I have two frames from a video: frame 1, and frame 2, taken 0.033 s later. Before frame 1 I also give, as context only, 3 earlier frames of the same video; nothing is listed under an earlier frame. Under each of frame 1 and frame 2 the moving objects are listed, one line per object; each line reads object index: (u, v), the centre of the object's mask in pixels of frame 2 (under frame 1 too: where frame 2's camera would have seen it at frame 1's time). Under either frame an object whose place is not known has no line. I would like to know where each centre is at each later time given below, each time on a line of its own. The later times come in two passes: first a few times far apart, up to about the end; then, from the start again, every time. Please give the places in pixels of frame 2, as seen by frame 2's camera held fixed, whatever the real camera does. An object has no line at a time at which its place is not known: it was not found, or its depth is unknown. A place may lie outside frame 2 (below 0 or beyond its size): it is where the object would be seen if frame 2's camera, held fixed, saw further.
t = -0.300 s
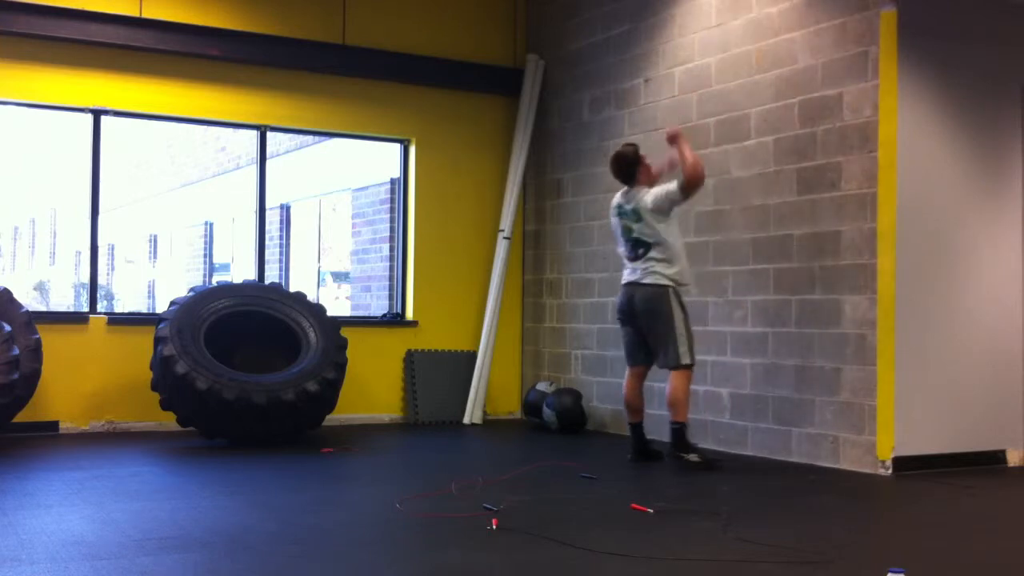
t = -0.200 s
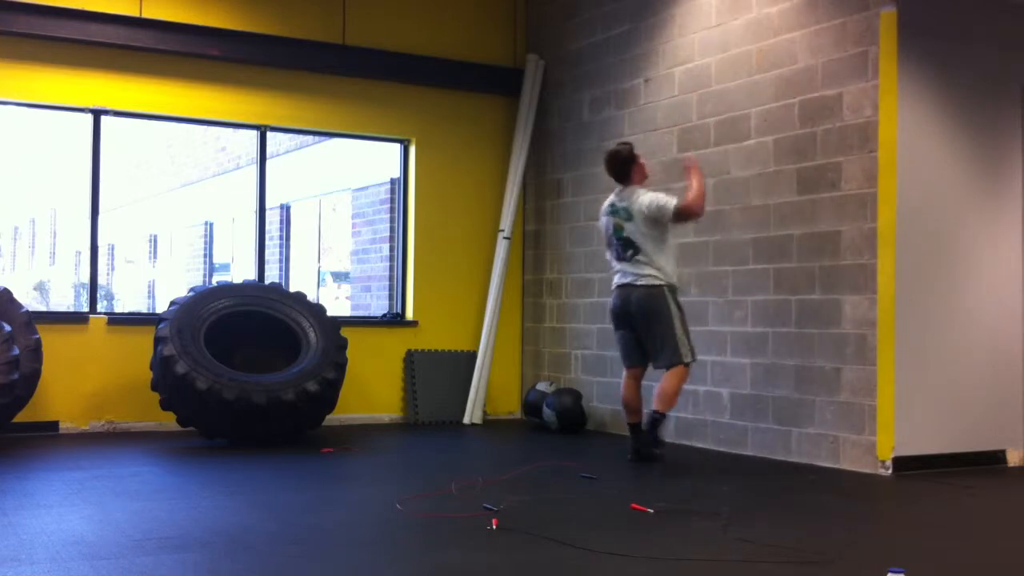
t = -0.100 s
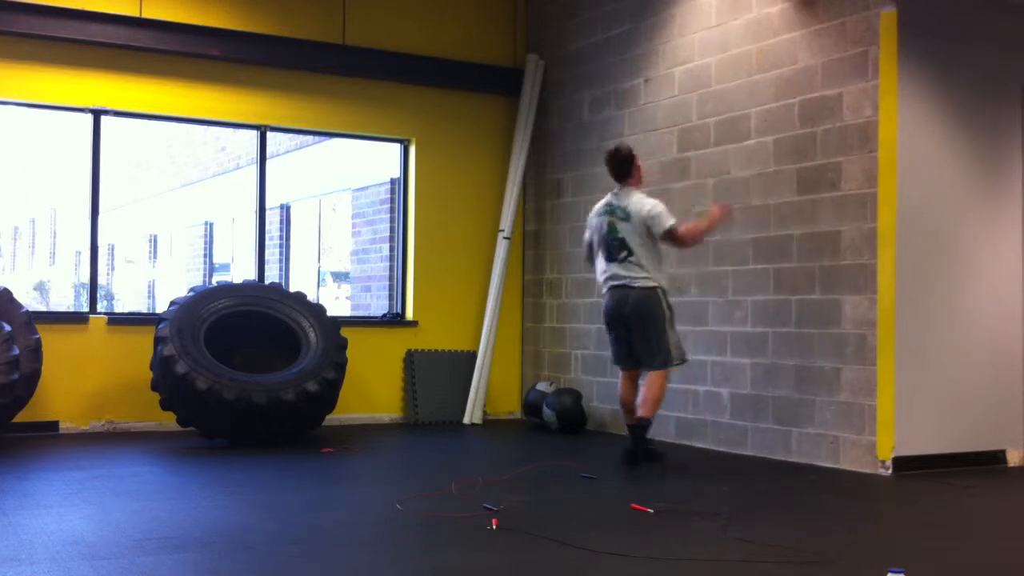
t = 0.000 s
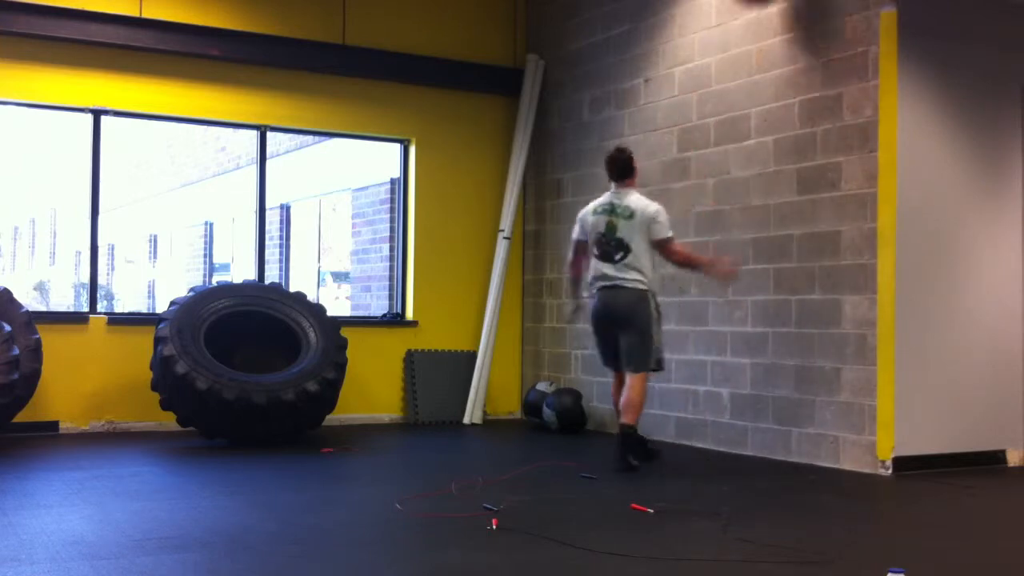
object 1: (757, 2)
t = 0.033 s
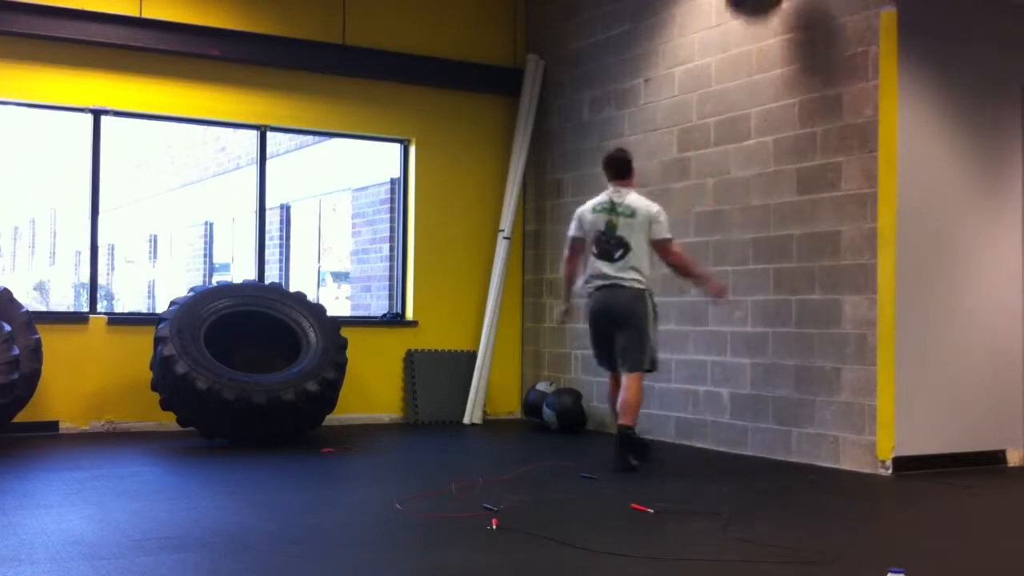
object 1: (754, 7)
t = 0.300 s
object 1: (739, 178)
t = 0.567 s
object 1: (725, 427)
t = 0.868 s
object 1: (728, 361)
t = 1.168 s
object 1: (732, 439)
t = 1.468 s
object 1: (751, 431)
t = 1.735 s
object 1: (764, 438)
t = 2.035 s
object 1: (768, 437)
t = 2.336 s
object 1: (767, 437)
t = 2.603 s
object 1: (764, 437)
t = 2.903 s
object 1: (762, 437)
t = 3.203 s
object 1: (762, 438)
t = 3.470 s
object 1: (761, 438)
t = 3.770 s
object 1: (761, 438)
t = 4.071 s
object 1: (761, 438)
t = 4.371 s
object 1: (761, 437)
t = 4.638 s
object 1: (761, 437)
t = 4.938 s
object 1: (761, 437)
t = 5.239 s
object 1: (761, 437)
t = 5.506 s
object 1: (761, 437)
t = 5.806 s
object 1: (761, 438)
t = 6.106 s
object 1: (761, 438)
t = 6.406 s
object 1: (761, 437)
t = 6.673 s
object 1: (761, 437)
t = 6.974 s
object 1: (761, 437)
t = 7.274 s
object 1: (761, 438)
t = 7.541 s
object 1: (761, 438)
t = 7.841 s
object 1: (761, 438)
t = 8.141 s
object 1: (761, 438)
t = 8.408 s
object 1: (761, 438)
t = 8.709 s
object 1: (761, 438)
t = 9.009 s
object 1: (761, 437)
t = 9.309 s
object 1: (761, 437)
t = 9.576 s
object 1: (761, 437)
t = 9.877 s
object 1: (761, 437)
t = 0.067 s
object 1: (752, 15)
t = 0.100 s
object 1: (751, 26)
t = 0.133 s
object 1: (749, 43)
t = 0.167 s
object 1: (747, 65)
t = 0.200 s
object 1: (745, 90)
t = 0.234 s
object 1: (743, 115)
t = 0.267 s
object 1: (740, 144)
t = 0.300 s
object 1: (739, 178)
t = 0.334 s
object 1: (736, 208)
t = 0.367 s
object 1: (735, 244)
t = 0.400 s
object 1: (732, 283)
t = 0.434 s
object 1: (730, 318)
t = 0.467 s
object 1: (730, 363)
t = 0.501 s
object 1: (728, 412)
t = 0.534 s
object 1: (723, 439)
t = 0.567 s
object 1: (725, 427)
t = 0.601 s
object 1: (725, 414)
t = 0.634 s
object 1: (726, 401)
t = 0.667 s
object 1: (726, 389)
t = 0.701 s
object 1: (726, 380)
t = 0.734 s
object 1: (727, 373)
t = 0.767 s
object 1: (727, 367)
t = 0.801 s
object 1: (727, 363)
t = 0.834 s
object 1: (728, 362)
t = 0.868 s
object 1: (728, 361)
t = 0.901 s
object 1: (728, 362)
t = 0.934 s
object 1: (729, 365)
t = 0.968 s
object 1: (729, 371)
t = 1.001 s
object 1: (730, 378)
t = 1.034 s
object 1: (730, 387)
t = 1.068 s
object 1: (731, 397)
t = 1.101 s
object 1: (731, 410)
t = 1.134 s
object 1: (731, 425)
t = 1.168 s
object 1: (732, 439)
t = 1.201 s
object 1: (733, 438)
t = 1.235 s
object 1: (735, 431)
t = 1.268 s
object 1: (737, 426)
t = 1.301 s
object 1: (739, 422)
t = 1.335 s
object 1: (742, 421)
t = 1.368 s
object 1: (744, 421)
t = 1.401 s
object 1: (746, 422)
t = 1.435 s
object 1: (748, 425)
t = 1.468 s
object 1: (751, 431)
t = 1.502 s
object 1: (753, 438)
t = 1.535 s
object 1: (755, 439)
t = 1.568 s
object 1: (756, 437)
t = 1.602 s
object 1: (758, 436)
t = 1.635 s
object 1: (760, 435)
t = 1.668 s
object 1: (761, 436)
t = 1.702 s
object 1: (763, 438)
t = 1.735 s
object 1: (764, 438)
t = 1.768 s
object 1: (765, 437)
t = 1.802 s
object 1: (766, 437)
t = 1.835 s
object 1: (766, 437)
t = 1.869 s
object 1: (767, 437)
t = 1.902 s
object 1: (767, 437)
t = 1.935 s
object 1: (768, 437)
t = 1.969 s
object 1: (768, 437)
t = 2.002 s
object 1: (768, 437)
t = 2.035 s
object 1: (768, 437)
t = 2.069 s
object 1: (768, 437)
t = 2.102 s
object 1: (768, 437)
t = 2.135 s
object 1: (768, 437)
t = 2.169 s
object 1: (768, 437)
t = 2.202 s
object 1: (768, 437)
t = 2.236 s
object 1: (768, 437)
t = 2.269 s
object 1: (768, 437)
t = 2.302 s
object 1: (767, 437)
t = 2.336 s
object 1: (767, 437)
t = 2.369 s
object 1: (767, 437)
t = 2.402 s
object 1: (766, 437)
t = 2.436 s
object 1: (766, 437)
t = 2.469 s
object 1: (766, 437)
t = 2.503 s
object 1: (765, 437)
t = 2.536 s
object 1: (765, 437)
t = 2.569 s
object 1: (764, 437)
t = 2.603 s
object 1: (764, 437)
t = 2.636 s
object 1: (763, 437)
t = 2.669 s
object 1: (763, 437)
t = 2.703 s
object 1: (763, 437)
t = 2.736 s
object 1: (763, 437)
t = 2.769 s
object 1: (763, 437)
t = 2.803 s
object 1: (762, 437)
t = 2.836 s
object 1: (762, 437)
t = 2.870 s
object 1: (762, 437)
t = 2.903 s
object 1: (762, 437)
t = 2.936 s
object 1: (762, 438)
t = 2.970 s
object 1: (762, 437)
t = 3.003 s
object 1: (762, 437)
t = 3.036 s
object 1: (762, 438)
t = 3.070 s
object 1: (761, 438)
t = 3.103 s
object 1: (761, 438)
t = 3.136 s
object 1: (761, 438)
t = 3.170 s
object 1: (761, 438)
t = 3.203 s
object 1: (762, 438)
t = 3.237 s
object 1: (761, 438)
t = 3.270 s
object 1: (761, 438)
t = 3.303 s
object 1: (761, 438)
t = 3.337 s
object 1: (761, 438)
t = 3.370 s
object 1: (761, 437)
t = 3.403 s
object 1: (761, 438)
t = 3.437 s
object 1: (761, 438)
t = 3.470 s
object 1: (761, 438)
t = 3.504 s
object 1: (761, 438)
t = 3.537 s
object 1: (761, 438)
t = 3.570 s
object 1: (761, 438)
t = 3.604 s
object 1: (761, 438)
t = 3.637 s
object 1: (761, 438)
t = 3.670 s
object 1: (761, 438)
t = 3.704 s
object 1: (761, 438)
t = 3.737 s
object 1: (761, 438)
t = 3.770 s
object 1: (761, 438)
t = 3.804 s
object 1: (761, 438)
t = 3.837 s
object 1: (761, 438)
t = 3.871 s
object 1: (761, 438)
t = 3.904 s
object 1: (761, 438)
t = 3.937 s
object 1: (761, 437)
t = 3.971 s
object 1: (761, 437)
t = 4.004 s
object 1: (761, 438)
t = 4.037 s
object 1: (761, 437)
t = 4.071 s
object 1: (761, 438)
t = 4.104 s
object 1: (761, 438)
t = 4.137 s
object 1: (761, 437)
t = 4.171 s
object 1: (761, 437)
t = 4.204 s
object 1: (761, 437)
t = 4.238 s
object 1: (761, 437)
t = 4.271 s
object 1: (761, 437)
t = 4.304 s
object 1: (761, 437)
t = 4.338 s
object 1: (761, 437)
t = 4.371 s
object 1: (761, 437)
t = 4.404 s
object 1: (761, 437)
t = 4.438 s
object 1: (761, 437)
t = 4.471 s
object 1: (761, 437)
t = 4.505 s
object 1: (761, 437)
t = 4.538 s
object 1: (761, 437)
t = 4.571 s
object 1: (761, 437)
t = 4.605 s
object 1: (761, 437)
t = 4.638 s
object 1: (761, 437)
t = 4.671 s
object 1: (761, 438)
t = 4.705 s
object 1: (761, 437)
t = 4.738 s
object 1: (761, 438)
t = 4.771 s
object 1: (761, 437)
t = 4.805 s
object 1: (761, 437)
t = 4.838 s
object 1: (761, 437)
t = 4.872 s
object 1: (761, 438)
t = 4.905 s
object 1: (761, 437)
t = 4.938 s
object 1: (761, 437)
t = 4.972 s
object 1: (761, 438)
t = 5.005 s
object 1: (761, 437)
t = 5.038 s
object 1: (761, 437)
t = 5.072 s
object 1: (761, 437)
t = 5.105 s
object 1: (761, 438)
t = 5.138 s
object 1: (761, 438)
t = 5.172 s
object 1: (761, 438)
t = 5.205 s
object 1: (761, 438)
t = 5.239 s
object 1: (761, 437)
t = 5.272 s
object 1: (761, 438)
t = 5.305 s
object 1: (761, 438)
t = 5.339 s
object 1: (761, 438)
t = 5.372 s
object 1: (761, 438)
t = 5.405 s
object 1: (761, 437)
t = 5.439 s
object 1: (761, 437)
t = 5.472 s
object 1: (761, 437)
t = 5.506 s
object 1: (761, 437)
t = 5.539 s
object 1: (761, 437)
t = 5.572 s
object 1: (761, 437)
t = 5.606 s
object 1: (761, 438)
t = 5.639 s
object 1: (761, 438)
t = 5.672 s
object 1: (761, 438)
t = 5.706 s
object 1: (761, 438)
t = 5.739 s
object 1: (761, 438)
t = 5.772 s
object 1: (761, 438)
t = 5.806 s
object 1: (761, 438)
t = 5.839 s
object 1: (761, 438)
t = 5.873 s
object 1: (761, 438)
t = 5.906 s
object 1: (761, 437)
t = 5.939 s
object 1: (761, 438)
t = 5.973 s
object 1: (761, 438)
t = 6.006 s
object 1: (761, 437)
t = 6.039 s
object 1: (761, 438)
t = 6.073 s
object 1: (761, 438)
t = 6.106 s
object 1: (761, 438)
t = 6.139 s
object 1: (761, 437)
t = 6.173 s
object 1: (761, 437)
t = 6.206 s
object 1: (761, 437)
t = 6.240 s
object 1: (761, 437)
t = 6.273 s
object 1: (761, 437)
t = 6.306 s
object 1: (761, 437)
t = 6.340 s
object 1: (761, 437)
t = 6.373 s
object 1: (761, 437)
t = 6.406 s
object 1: (761, 437)
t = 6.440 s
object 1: (761, 437)
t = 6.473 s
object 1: (761, 437)
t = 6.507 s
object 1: (761, 437)
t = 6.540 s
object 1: (761, 437)
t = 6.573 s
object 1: (761, 437)
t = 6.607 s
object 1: (761, 437)
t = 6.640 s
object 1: (761, 437)
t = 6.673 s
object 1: (761, 437)
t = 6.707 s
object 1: (761, 437)
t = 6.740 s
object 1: (761, 437)
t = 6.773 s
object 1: (761, 437)
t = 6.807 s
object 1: (761, 437)
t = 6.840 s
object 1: (761, 437)
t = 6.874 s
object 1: (761, 437)
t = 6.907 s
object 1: (761, 437)
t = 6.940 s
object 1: (761, 437)
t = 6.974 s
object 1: (761, 437)
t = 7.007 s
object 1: (761, 437)
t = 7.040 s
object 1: (761, 437)
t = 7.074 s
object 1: (761, 437)
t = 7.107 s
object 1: (761, 437)
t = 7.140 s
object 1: (761, 437)
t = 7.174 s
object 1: (761, 437)
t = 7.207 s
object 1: (761, 438)
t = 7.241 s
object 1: (761, 438)
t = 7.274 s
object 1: (761, 438)
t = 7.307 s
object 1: (761, 438)
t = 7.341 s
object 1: (761, 438)
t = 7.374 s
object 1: (761, 438)
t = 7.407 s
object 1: (761, 438)
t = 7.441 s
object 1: (761, 438)
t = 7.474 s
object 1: (761, 438)
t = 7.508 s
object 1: (761, 438)
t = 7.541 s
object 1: (761, 438)
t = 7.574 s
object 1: (761, 438)
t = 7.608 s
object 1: (761, 438)
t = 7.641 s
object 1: (761, 438)
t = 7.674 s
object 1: (761, 438)
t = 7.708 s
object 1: (761, 437)
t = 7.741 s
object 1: (761, 438)
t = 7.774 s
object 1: (761, 438)
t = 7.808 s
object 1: (761, 438)
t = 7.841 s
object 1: (761, 438)
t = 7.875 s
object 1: (761, 438)
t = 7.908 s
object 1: (761, 438)
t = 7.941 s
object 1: (761, 438)
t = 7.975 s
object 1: (761, 438)
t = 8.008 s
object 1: (761, 438)
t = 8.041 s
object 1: (761, 438)
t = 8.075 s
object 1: (761, 438)
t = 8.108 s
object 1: (761, 438)
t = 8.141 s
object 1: (761, 438)
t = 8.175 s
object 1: (761, 438)
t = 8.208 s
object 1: (761, 438)
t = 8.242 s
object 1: (761, 438)
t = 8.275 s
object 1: (761, 438)
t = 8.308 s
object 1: (761, 438)
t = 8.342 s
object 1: (761, 438)
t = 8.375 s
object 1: (761, 438)
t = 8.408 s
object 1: (761, 438)
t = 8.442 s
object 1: (761, 438)
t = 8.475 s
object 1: (761, 438)
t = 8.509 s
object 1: (761, 438)
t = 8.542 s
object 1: (761, 438)
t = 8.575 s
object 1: (761, 438)
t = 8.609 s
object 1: (761, 438)
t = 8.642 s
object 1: (761, 438)
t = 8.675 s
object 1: (761, 438)
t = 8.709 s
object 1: (761, 438)
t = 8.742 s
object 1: (761, 438)
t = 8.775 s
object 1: (761, 438)
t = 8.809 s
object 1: (761, 438)
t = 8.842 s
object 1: (761, 438)
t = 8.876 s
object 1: (761, 438)
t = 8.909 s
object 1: (761, 438)
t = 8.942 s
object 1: (761, 437)
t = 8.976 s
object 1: (761, 437)
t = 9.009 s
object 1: (761, 437)
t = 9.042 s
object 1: (761, 438)
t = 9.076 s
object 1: (761, 438)
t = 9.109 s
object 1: (761, 438)
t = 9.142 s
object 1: (761, 438)
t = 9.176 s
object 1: (761, 438)
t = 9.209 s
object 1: (761, 438)
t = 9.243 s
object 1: (761, 438)
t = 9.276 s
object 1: (761, 438)
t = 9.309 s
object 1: (761, 437)
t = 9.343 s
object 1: (761, 437)
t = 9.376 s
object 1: (761, 437)
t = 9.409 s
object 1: (761, 437)
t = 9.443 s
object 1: (761, 437)
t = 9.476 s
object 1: (761, 437)
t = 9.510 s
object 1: (761, 437)
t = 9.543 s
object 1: (761, 437)
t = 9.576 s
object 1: (761, 437)
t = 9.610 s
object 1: (761, 437)
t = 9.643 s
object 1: (761, 437)
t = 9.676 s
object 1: (761, 437)
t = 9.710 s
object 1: (761, 437)
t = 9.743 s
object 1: (761, 437)
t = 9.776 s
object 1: (761, 437)
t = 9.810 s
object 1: (761, 437)
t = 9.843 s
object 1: (761, 437)
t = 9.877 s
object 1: (761, 437)
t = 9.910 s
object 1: (761, 437)
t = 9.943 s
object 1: (761, 437)
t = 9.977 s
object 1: (761, 437)
